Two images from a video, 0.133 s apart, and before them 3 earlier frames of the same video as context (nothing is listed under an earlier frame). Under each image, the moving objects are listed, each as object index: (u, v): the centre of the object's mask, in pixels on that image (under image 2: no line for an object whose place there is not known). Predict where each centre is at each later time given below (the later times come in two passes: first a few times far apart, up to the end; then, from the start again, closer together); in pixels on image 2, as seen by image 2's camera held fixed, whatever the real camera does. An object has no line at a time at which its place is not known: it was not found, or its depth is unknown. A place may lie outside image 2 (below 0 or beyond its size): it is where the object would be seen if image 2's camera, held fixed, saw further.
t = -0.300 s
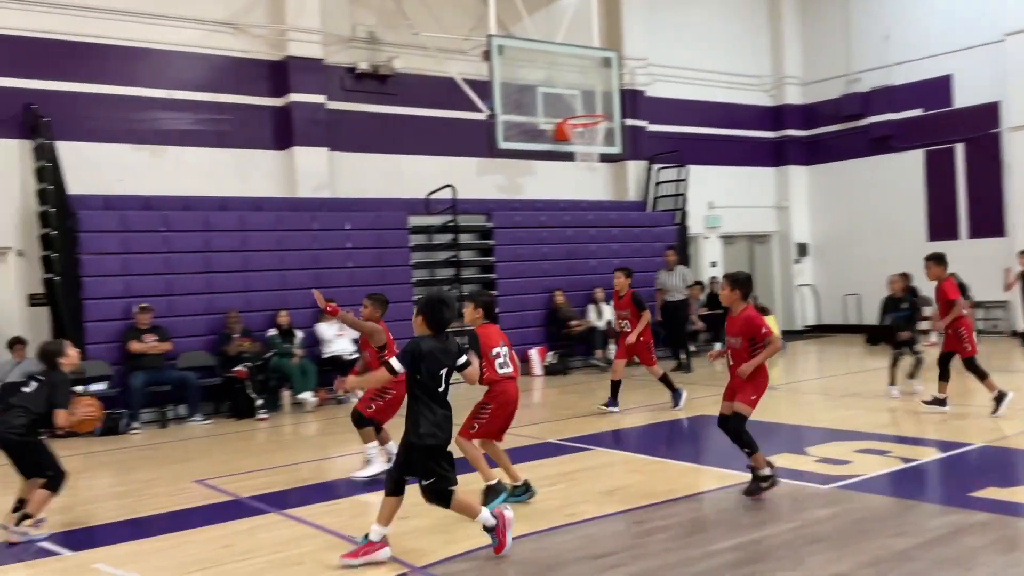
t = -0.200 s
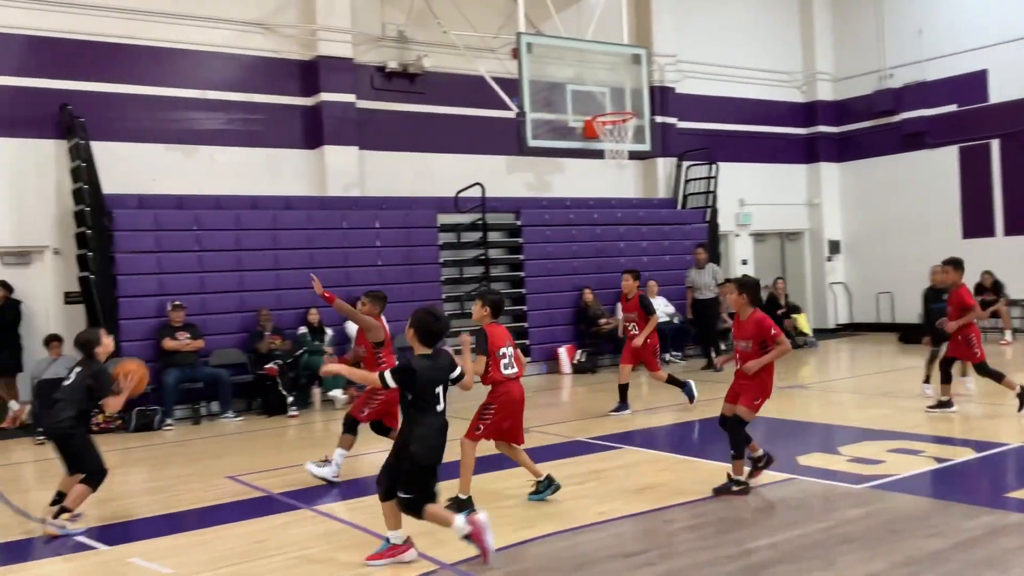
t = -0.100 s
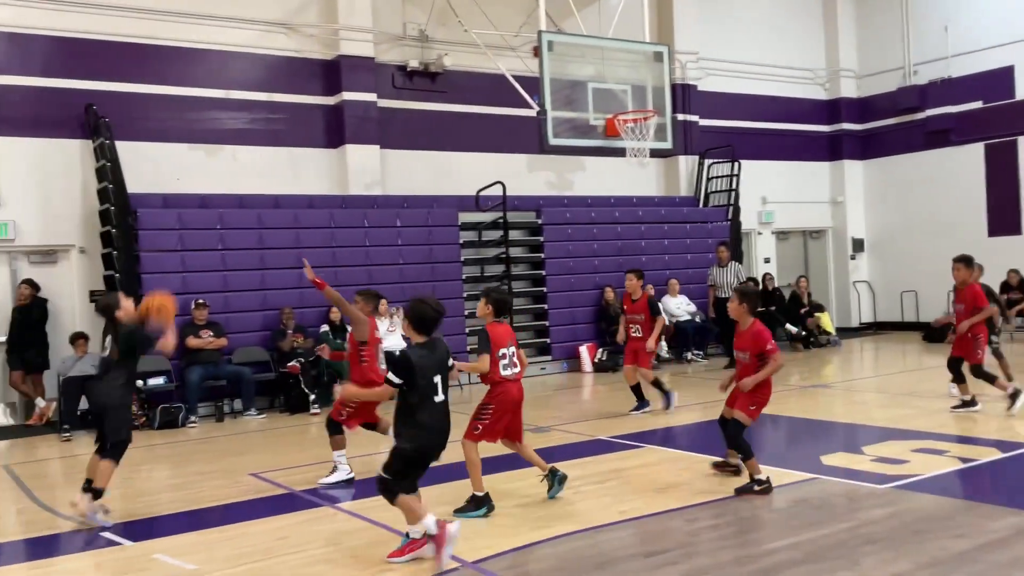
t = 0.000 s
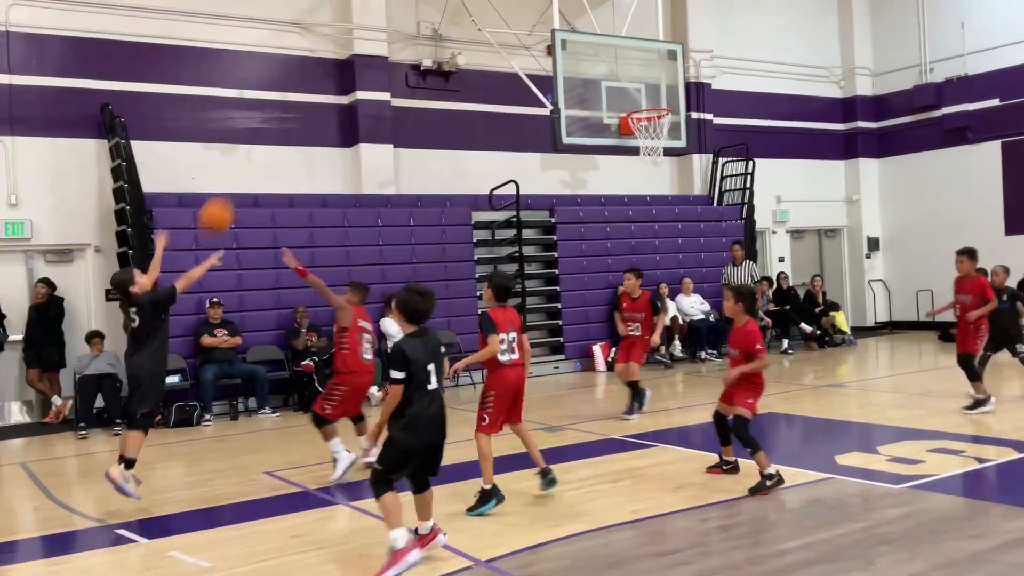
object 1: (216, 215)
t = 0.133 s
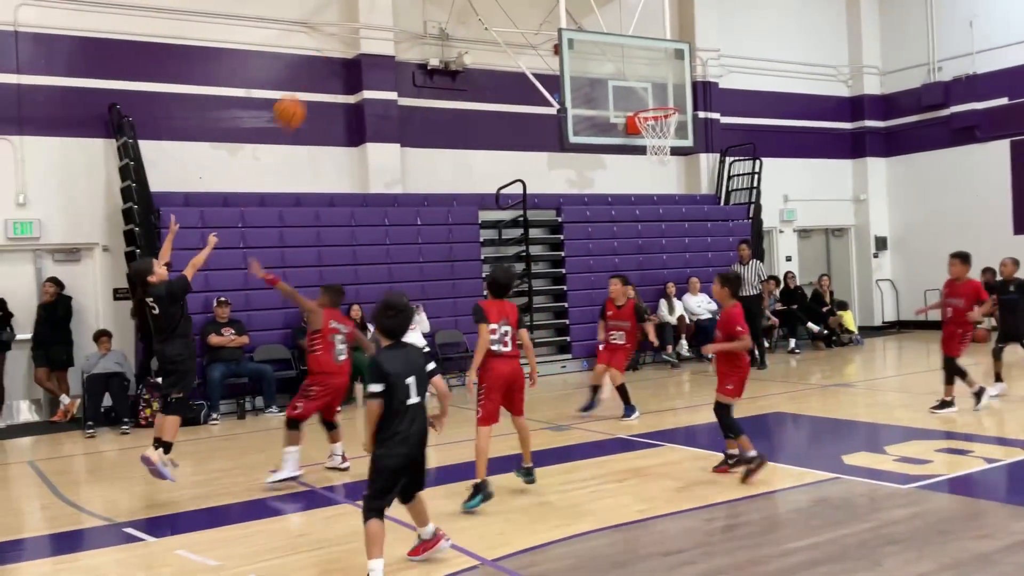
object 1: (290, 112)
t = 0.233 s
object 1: (335, 57)
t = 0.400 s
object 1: (404, 7)
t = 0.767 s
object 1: (528, 7)
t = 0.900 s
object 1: (568, 28)
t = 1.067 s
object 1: (610, 88)
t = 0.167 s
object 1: (306, 90)
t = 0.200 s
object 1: (320, 72)
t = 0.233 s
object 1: (335, 57)
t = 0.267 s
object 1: (349, 41)
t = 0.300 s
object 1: (363, 28)
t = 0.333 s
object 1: (377, 17)
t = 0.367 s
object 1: (390, 10)
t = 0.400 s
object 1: (404, 7)
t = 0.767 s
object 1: (528, 7)
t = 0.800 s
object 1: (537, 10)
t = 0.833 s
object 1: (547, 14)
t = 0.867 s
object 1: (558, 19)
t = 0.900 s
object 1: (568, 28)
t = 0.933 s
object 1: (576, 39)
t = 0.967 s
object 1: (584, 50)
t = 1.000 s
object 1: (593, 62)
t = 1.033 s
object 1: (601, 75)
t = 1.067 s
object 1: (610, 88)
